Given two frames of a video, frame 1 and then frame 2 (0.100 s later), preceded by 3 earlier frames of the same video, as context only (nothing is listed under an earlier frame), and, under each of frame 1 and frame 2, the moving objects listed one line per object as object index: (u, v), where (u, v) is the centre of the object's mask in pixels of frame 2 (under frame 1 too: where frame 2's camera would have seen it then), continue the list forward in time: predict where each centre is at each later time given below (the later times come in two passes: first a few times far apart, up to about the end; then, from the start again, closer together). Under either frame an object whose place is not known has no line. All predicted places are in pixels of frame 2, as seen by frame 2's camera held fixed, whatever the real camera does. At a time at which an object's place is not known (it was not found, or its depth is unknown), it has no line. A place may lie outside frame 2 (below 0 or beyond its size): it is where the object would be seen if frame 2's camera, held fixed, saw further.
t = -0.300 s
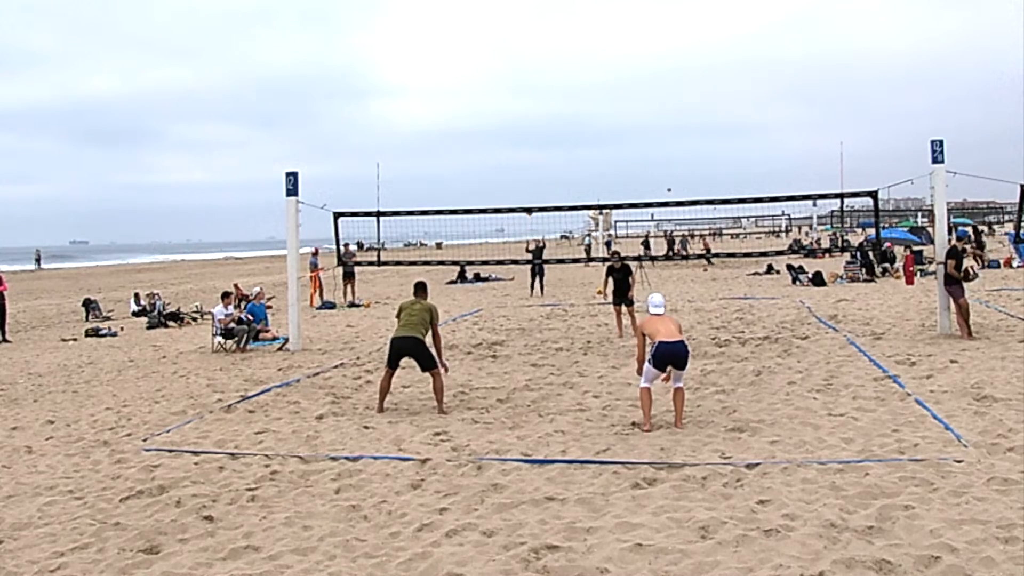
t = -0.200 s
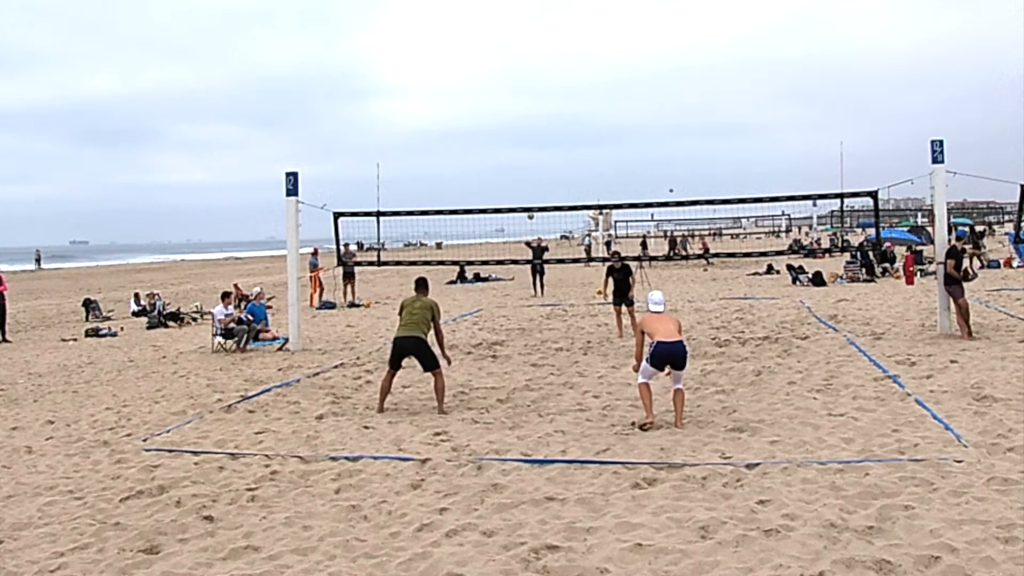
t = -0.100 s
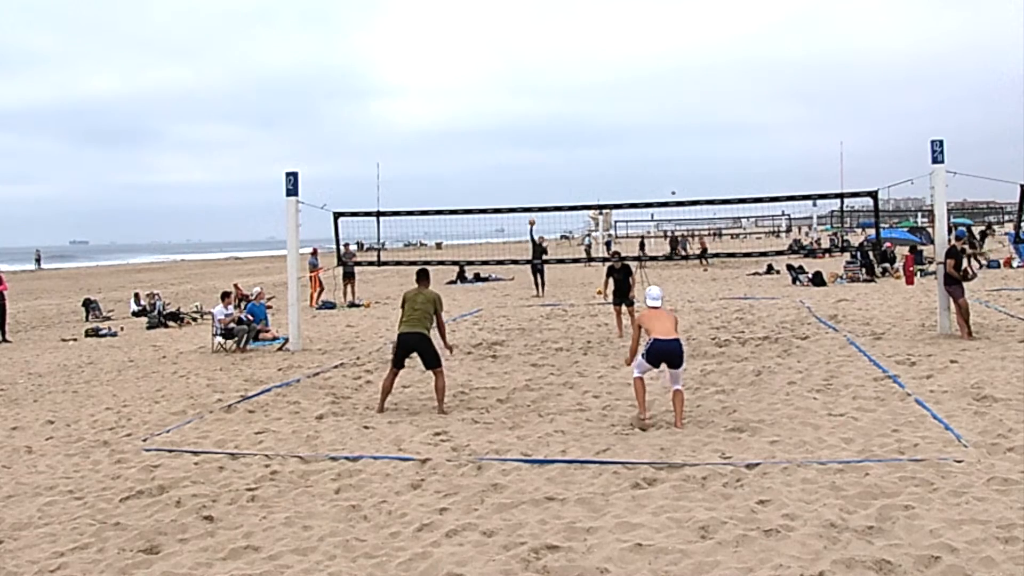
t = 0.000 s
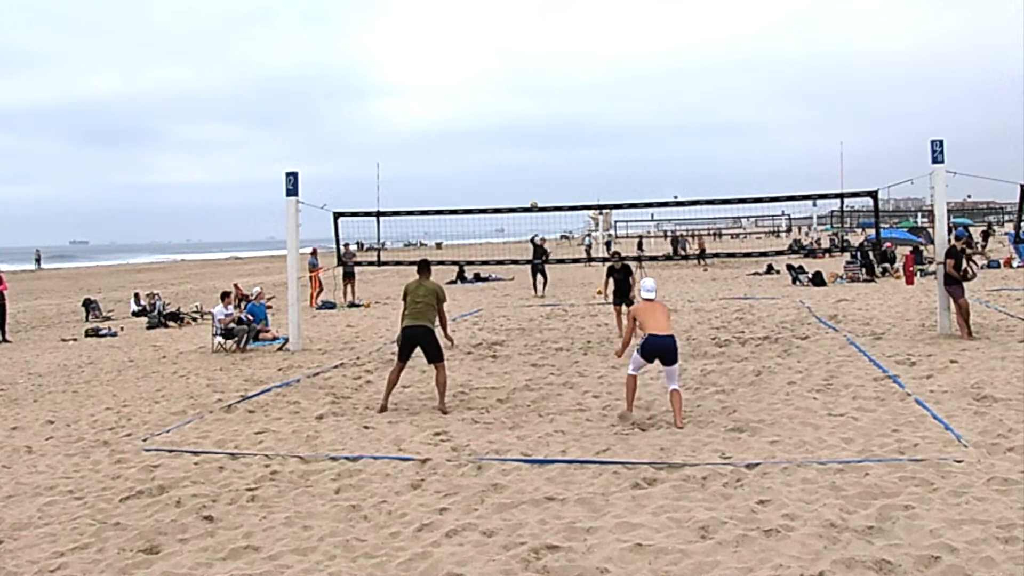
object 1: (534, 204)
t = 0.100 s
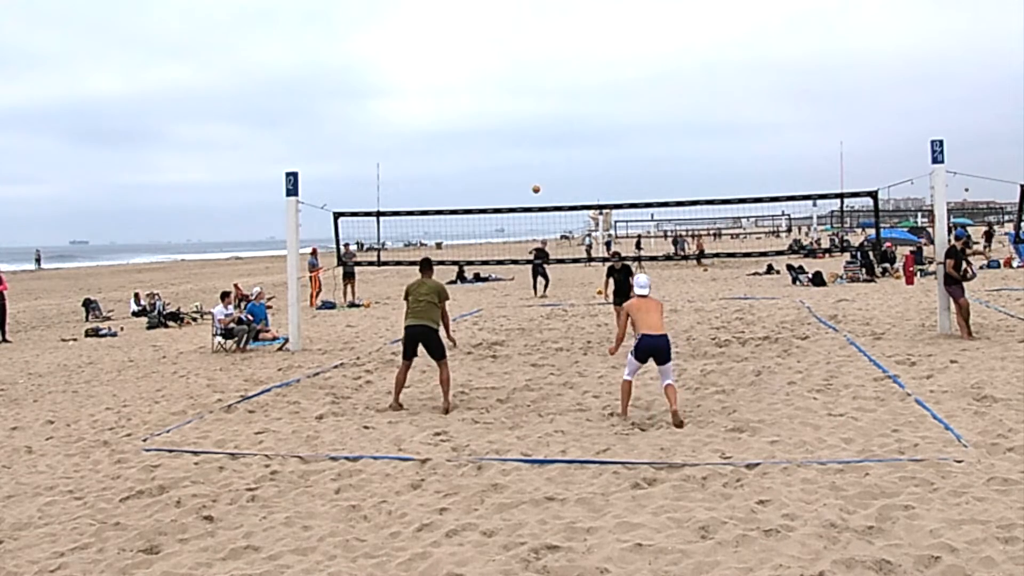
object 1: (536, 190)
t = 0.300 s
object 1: (542, 163)
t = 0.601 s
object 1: (556, 138)
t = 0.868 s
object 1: (578, 154)
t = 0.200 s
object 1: (538, 176)
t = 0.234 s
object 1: (540, 171)
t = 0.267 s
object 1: (541, 167)
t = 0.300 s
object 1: (542, 163)
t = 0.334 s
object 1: (544, 159)
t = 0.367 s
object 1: (545, 154)
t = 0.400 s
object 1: (547, 151)
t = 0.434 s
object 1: (548, 148)
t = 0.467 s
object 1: (550, 145)
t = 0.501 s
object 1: (551, 143)
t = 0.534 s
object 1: (552, 141)
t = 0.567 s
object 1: (554, 140)
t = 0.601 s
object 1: (556, 138)
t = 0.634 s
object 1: (558, 138)
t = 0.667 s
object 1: (560, 138)
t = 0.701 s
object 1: (562, 139)
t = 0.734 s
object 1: (565, 141)
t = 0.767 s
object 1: (568, 143)
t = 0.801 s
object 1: (571, 146)
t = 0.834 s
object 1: (575, 150)
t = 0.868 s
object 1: (578, 154)
